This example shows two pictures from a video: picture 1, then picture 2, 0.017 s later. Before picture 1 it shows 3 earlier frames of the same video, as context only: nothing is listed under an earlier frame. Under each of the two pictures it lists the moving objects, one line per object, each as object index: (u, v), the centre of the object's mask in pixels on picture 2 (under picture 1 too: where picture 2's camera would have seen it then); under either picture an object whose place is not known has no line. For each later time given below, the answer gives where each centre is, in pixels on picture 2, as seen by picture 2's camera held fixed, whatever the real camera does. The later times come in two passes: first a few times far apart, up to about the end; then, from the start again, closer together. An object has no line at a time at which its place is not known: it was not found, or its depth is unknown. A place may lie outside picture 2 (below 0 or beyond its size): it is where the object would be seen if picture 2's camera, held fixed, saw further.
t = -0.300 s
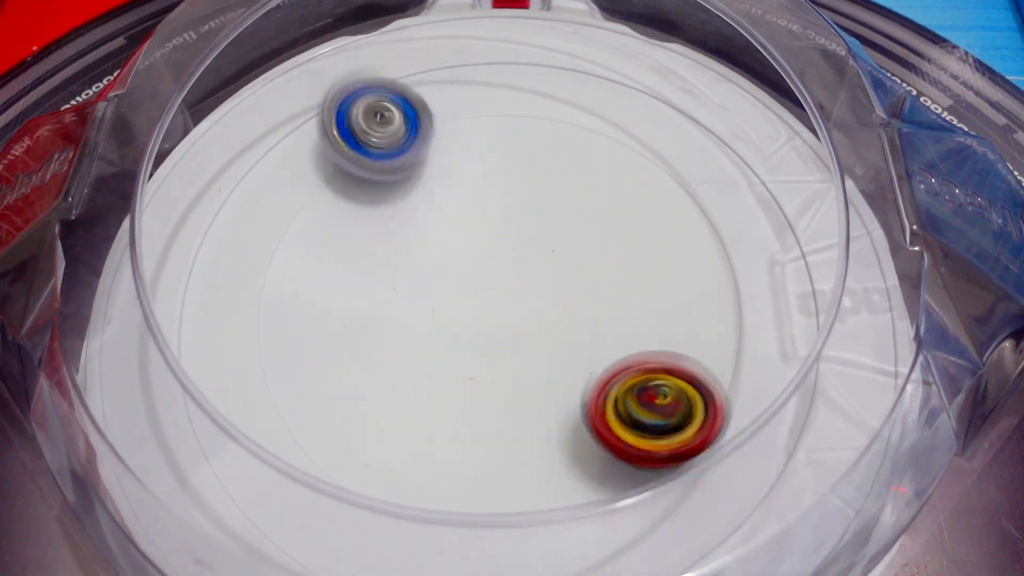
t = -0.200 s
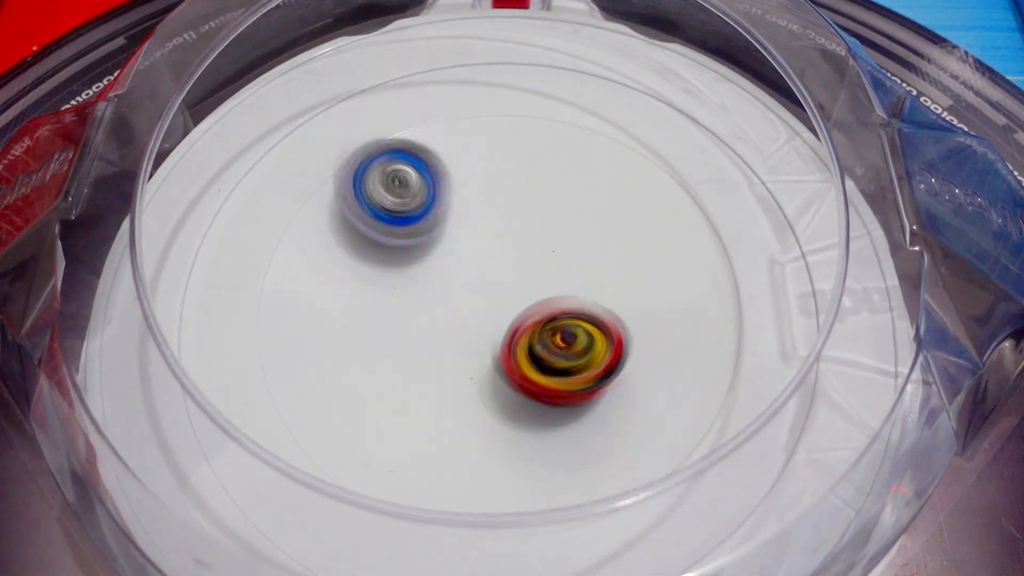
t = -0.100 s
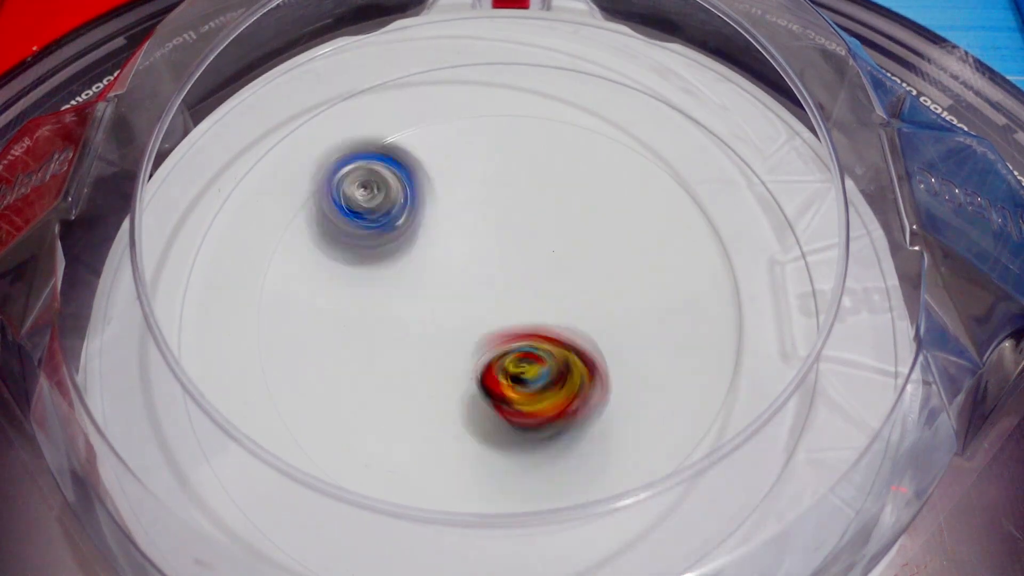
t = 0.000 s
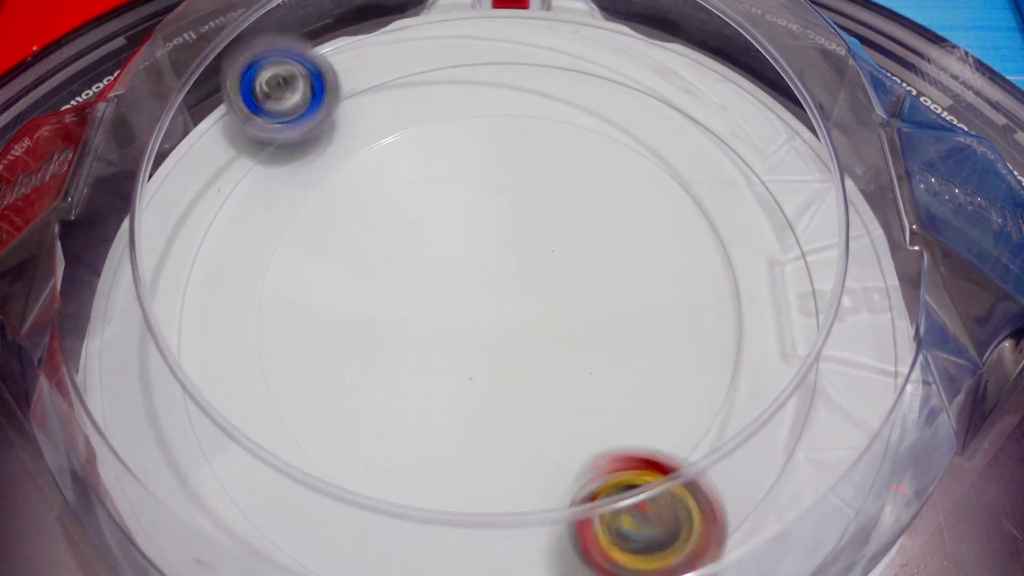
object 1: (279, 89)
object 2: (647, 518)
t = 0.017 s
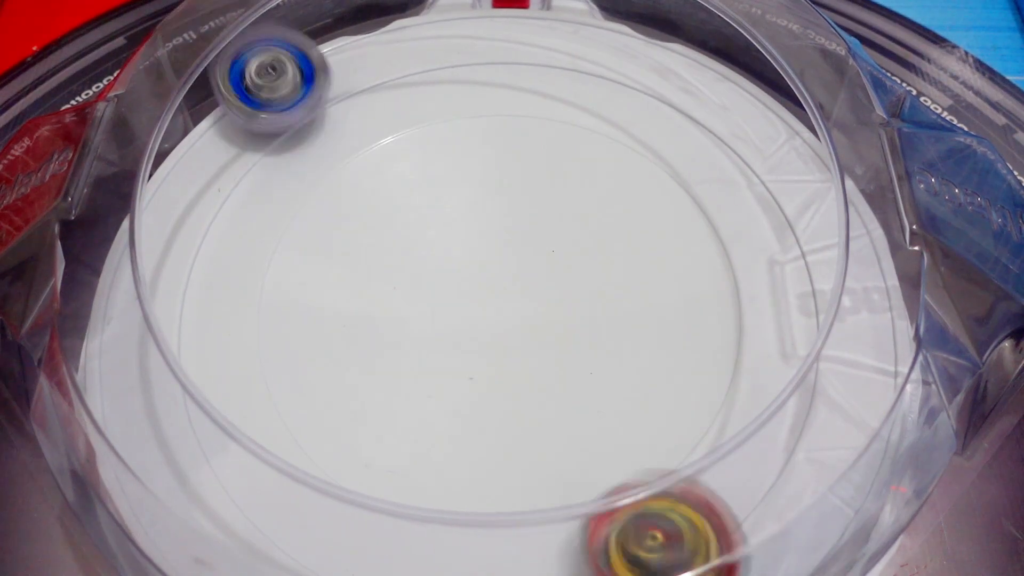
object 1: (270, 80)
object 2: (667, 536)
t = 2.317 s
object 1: (496, 301)
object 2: (470, 131)
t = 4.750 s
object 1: (567, 351)
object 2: (448, 246)
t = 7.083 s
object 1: (474, 316)
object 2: (562, 296)
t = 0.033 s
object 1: (270, 77)
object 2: (676, 540)
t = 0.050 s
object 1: (278, 84)
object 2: (687, 546)
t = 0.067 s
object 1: (288, 89)
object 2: (690, 551)
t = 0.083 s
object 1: (297, 94)
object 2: (693, 551)
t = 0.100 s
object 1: (307, 102)
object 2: (686, 546)
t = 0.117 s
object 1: (319, 112)
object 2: (679, 540)
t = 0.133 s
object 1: (326, 116)
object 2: (675, 536)
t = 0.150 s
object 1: (334, 123)
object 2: (671, 535)
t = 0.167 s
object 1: (342, 129)
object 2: (661, 535)
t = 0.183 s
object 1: (349, 138)
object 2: (652, 519)
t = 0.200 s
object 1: (356, 148)
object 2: (639, 504)
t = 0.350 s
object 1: (463, 251)
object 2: (538, 373)
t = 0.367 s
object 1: (474, 262)
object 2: (529, 357)
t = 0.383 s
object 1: (480, 264)
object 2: (527, 367)
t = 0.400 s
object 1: (474, 240)
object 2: (541, 393)
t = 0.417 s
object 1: (469, 214)
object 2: (567, 433)
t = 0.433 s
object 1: (462, 189)
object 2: (589, 452)
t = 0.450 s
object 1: (457, 165)
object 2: (613, 500)
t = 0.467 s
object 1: (454, 144)
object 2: (647, 522)
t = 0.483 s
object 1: (451, 123)
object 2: (663, 544)
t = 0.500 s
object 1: (447, 108)
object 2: (692, 555)
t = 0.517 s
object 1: (444, 88)
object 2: (693, 549)
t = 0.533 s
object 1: (442, 72)
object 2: (689, 541)
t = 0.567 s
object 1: (440, 56)
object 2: (681, 519)
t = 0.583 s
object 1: (438, 45)
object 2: (672, 500)
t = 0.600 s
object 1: (437, 37)
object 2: (670, 484)
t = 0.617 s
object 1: (441, 34)
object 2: (660, 460)
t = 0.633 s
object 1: (444, 31)
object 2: (658, 445)
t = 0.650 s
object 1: (443, 29)
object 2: (642, 429)
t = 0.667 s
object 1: (444, 28)
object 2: (642, 407)
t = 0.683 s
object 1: (445, 28)
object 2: (633, 393)
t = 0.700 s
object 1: (448, 27)
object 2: (623, 371)
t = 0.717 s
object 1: (452, 27)
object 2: (617, 357)
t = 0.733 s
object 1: (453, 28)
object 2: (604, 338)
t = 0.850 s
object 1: (486, 41)
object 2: (531, 225)
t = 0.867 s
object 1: (493, 44)
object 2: (521, 212)
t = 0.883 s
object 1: (502, 46)
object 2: (511, 200)
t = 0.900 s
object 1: (509, 53)
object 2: (501, 190)
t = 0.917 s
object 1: (515, 59)
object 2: (492, 182)
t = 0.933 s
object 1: (517, 63)
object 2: (482, 175)
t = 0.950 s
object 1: (522, 65)
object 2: (475, 169)
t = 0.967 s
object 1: (529, 68)
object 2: (467, 164)
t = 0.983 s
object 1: (535, 74)
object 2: (458, 160)
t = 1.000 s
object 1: (539, 80)
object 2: (453, 157)
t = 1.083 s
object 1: (560, 108)
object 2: (421, 149)
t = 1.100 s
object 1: (561, 118)
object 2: (417, 148)
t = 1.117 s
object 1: (565, 126)
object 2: (412, 149)
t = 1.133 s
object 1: (570, 135)
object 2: (406, 150)
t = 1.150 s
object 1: (576, 147)
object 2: (401, 152)
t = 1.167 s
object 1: (578, 162)
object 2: (397, 154)
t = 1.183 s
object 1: (577, 174)
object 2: (392, 159)
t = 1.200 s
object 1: (580, 187)
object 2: (387, 163)
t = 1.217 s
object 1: (583, 199)
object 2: (384, 168)
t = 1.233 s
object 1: (585, 215)
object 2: (382, 177)
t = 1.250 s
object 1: (586, 232)
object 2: (379, 183)
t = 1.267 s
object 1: (582, 249)
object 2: (380, 192)
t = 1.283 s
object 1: (582, 264)
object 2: (382, 201)
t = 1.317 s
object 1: (580, 291)
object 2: (387, 221)
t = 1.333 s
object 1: (579, 307)
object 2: (394, 232)
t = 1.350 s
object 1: (572, 323)
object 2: (399, 244)
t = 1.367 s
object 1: (567, 335)
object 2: (405, 254)
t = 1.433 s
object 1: (545, 371)
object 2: (442, 295)
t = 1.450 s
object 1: (544, 379)
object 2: (446, 298)
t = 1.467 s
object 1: (555, 385)
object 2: (445, 297)
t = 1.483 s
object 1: (562, 398)
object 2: (440, 296)
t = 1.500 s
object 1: (568, 411)
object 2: (441, 295)
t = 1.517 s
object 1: (570, 418)
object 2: (439, 295)
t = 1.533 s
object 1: (574, 425)
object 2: (441, 293)
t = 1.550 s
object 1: (579, 432)
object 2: (442, 295)
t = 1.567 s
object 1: (578, 440)
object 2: (443, 294)
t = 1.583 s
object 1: (577, 444)
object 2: (446, 296)
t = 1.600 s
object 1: (576, 444)
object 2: (450, 295)
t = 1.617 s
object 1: (575, 449)
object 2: (454, 296)
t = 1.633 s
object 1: (574, 451)
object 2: (456, 295)
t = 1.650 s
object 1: (568, 453)
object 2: (463, 294)
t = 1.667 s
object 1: (568, 453)
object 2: (464, 294)
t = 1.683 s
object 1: (565, 454)
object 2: (470, 291)
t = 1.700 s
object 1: (561, 456)
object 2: (474, 290)
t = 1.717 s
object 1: (555, 457)
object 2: (479, 287)
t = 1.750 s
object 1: (547, 457)
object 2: (487, 281)
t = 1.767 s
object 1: (542, 457)
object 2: (492, 278)
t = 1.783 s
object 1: (539, 452)
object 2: (495, 275)
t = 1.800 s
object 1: (534, 453)
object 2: (498, 271)
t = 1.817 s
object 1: (526, 452)
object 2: (501, 267)
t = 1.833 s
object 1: (518, 447)
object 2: (504, 263)
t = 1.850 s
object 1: (517, 441)
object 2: (505, 259)
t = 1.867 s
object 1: (513, 437)
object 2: (506, 253)
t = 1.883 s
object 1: (506, 429)
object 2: (506, 251)
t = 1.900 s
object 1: (503, 423)
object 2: (505, 247)
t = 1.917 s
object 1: (502, 416)
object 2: (504, 245)
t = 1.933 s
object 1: (494, 410)
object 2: (502, 242)
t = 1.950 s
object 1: (493, 399)
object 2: (500, 242)
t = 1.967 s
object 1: (493, 390)
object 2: (496, 240)
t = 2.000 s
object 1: (486, 375)
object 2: (491, 242)
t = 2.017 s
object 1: (487, 365)
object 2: (488, 243)
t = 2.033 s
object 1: (487, 361)
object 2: (487, 242)
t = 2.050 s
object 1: (485, 362)
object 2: (487, 229)
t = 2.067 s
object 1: (483, 365)
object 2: (487, 218)
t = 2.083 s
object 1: (488, 365)
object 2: (480, 204)
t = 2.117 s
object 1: (484, 363)
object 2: (478, 181)
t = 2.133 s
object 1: (489, 359)
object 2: (475, 171)
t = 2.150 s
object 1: (486, 357)
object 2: (474, 163)
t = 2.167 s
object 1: (484, 350)
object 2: (473, 156)
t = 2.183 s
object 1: (489, 344)
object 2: (473, 151)
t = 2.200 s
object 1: (488, 340)
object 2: (471, 147)
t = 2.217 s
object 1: (487, 333)
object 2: (469, 141)
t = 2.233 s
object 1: (491, 328)
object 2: (470, 137)
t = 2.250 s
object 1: (491, 323)
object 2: (470, 137)
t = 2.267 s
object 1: (491, 316)
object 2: (468, 133)
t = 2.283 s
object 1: (496, 311)
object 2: (469, 131)
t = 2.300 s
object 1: (496, 307)
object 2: (470, 131)
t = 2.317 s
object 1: (496, 301)
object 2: (470, 131)
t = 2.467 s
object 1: (519, 264)
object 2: (484, 154)
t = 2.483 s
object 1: (525, 260)
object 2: (487, 158)
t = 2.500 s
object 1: (529, 265)
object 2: (488, 155)
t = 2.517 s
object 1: (532, 268)
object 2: (485, 157)
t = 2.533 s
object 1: (540, 268)
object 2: (484, 156)
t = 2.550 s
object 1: (542, 273)
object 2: (485, 159)
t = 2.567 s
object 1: (543, 275)
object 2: (481, 161)
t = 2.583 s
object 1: (549, 274)
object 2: (480, 160)
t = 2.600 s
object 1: (550, 277)
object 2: (480, 165)
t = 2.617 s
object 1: (550, 278)
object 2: (478, 168)
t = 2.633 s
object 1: (555, 279)
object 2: (478, 171)
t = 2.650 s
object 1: (554, 283)
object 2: (475, 174)
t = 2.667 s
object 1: (551, 284)
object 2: (477, 178)
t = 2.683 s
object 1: (554, 287)
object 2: (475, 185)
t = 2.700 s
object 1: (550, 292)
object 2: (474, 190)
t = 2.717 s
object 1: (545, 293)
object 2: (476, 195)
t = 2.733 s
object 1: (552, 301)
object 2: (472, 194)
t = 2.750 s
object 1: (552, 313)
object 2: (467, 194)
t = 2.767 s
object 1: (557, 318)
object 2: (458, 195)
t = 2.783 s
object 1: (558, 330)
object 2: (453, 193)
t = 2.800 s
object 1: (556, 337)
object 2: (449, 196)
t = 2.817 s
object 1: (557, 340)
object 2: (442, 200)
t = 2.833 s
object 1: (553, 350)
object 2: (438, 203)
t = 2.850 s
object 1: (548, 351)
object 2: (435, 209)
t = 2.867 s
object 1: (548, 355)
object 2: (432, 215)
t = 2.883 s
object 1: (540, 360)
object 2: (430, 223)
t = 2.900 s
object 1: (538, 359)
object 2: (427, 230)
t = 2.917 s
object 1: (533, 365)
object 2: (428, 238)
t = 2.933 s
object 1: (523, 365)
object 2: (431, 248)
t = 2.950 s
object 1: (522, 366)
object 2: (432, 257)
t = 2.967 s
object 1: (514, 369)
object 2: (435, 265)
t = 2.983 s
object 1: (509, 365)
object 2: (439, 272)
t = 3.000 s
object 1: (510, 374)
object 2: (441, 270)
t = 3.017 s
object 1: (511, 378)
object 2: (439, 273)
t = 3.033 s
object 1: (515, 384)
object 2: (429, 264)
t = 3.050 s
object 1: (514, 390)
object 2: (430, 262)
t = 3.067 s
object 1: (517, 389)
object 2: (429, 263)
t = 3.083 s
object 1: (514, 394)
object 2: (425, 257)
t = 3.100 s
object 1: (512, 390)
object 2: (429, 256)
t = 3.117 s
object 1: (509, 395)
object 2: (428, 257)
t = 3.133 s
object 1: (505, 392)
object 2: (429, 254)
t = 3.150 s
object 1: (504, 392)
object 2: (433, 254)
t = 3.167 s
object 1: (496, 392)
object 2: (433, 255)
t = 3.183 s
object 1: (496, 388)
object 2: (437, 254)
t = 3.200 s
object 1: (489, 388)
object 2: (442, 255)
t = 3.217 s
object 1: (488, 380)
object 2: (444, 256)
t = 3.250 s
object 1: (480, 374)
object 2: (454, 255)
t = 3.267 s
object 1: (482, 374)
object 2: (457, 254)
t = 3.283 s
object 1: (479, 371)
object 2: (459, 246)
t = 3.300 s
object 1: (483, 371)
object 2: (462, 241)
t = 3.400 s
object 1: (486, 347)
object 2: (479, 221)
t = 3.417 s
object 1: (486, 346)
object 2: (480, 220)
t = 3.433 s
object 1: (488, 339)
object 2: (481, 218)
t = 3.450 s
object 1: (492, 337)
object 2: (484, 216)
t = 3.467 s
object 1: (492, 331)
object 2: (486, 215)
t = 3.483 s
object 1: (497, 330)
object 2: (488, 213)
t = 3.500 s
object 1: (497, 326)
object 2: (488, 208)
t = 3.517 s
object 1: (505, 329)
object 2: (489, 201)
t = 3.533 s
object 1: (503, 327)
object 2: (489, 197)
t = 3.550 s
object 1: (511, 326)
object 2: (488, 193)
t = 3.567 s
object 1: (510, 324)
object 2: (487, 189)
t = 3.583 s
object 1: (518, 319)
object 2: (486, 185)
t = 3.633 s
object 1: (521, 313)
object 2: (484, 178)
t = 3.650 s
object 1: (528, 307)
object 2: (483, 177)
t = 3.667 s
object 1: (525, 308)
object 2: (483, 176)
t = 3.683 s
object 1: (531, 302)
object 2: (482, 178)
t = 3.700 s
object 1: (530, 303)
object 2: (480, 178)
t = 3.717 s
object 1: (535, 296)
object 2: (480, 181)
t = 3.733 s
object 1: (533, 298)
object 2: (479, 184)
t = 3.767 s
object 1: (537, 293)
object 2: (480, 193)
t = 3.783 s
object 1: (541, 286)
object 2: (479, 199)
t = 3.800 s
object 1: (541, 290)
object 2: (477, 198)
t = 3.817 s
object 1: (544, 289)
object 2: (478, 199)
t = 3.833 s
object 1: (548, 296)
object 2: (473, 197)
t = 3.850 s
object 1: (553, 297)
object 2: (467, 195)
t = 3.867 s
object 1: (552, 303)
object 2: (463, 194)
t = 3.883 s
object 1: (558, 303)
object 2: (458, 192)
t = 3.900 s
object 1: (556, 307)
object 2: (453, 192)
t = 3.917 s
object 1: (559, 306)
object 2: (449, 192)
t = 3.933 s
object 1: (552, 309)
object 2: (445, 192)
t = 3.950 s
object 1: (555, 308)
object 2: (440, 194)
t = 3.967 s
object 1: (550, 308)
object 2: (436, 194)
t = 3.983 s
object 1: (550, 306)
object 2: (434, 197)
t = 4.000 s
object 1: (543, 303)
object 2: (430, 199)
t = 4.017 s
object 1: (542, 304)
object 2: (425, 203)
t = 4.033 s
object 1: (535, 302)
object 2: (422, 206)
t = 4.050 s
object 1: (536, 301)
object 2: (419, 210)
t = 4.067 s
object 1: (529, 297)
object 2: (418, 215)
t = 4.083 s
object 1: (528, 298)
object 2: (419, 222)
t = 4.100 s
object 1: (523, 295)
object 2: (419, 231)
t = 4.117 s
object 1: (523, 297)
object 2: (416, 234)
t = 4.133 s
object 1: (526, 294)
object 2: (412, 237)
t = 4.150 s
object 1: (529, 297)
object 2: (410, 241)
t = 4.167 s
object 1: (547, 298)
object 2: (391, 239)
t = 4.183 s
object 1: (554, 300)
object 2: (377, 239)
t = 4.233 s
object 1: (581, 308)
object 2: (346, 237)
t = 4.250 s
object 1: (589, 308)
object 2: (338, 238)
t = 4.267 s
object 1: (589, 311)
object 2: (334, 238)
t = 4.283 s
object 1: (595, 314)
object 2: (331, 239)
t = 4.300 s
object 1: (594, 312)
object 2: (328, 238)
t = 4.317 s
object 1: (592, 318)
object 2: (326, 239)
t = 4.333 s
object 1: (597, 318)
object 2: (326, 239)
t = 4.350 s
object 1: (592, 320)
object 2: (327, 240)
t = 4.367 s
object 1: (594, 325)
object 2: (330, 242)
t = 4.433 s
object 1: (582, 331)
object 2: (344, 245)
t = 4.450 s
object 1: (581, 334)
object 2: (350, 247)
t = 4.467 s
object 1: (576, 332)
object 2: (357, 249)
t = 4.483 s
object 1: (569, 336)
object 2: (363, 251)
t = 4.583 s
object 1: (541, 336)
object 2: (416, 263)
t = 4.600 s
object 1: (534, 334)
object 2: (425, 266)
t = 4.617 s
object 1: (535, 337)
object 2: (432, 267)
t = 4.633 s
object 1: (540, 335)
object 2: (435, 265)
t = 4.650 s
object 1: (540, 339)
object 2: (437, 262)
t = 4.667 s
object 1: (549, 345)
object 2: (436, 254)
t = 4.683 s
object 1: (556, 346)
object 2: (438, 250)
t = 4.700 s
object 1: (560, 349)
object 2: (440, 249)
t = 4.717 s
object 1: (567, 350)
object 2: (441, 249)
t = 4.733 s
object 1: (568, 348)
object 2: (443, 247)
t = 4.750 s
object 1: (567, 351)
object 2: (448, 246)
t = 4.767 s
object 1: (572, 352)
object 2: (455, 247)
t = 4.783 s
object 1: (569, 348)
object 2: (461, 251)
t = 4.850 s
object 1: (560, 353)
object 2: (479, 260)
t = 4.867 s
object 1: (561, 352)
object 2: (485, 263)
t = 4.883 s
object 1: (559, 349)
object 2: (486, 262)
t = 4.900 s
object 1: (558, 356)
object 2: (486, 257)
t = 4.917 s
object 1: (562, 357)
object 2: (487, 251)
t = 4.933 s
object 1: (562, 354)
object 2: (490, 248)
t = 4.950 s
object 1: (558, 357)
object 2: (490, 246)
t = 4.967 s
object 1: (559, 356)
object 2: (488, 243)
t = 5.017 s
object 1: (550, 351)
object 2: (487, 236)
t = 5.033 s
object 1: (549, 348)
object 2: (487, 236)
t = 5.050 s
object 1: (543, 344)
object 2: (486, 237)
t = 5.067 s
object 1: (536, 345)
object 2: (485, 236)
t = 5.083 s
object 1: (537, 344)
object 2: (486, 236)
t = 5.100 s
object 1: (535, 342)
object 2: (486, 232)
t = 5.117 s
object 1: (528, 342)
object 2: (489, 230)
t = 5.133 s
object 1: (526, 345)
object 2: (490, 229)
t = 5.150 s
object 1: (529, 348)
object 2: (489, 226)
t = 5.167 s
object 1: (528, 351)
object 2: (487, 223)
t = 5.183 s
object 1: (528, 353)
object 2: (484, 219)
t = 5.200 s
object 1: (527, 354)
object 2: (484, 215)
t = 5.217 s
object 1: (524, 354)
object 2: (485, 213)
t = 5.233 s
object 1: (522, 357)
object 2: (487, 212)
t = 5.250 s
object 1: (522, 357)
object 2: (488, 212)
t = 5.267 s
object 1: (520, 355)
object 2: (489, 213)
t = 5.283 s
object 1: (518, 355)
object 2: (490, 215)
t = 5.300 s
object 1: (516, 356)
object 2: (489, 216)
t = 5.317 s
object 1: (516, 356)
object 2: (490, 218)
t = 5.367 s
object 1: (507, 354)
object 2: (493, 226)
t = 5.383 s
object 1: (508, 353)
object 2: (492, 231)
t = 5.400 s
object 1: (504, 352)
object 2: (493, 235)
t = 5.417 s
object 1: (501, 357)
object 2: (490, 231)
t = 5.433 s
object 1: (501, 364)
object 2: (491, 225)
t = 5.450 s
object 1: (504, 368)
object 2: (493, 222)
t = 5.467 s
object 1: (505, 367)
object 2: (495, 220)
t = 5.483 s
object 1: (503, 367)
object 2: (496, 221)
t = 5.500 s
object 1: (504, 369)
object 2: (495, 224)
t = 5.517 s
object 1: (507, 369)
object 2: (493, 227)
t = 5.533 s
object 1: (510, 365)
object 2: (490, 229)
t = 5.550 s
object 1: (505, 362)
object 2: (489, 230)
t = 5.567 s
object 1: (502, 362)
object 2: (487, 233)
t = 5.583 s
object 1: (503, 359)
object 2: (487, 236)
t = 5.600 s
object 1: (505, 355)
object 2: (486, 240)
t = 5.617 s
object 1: (501, 351)
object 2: (486, 245)
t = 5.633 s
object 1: (495, 349)
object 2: (486, 249)
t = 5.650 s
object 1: (494, 349)
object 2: (486, 254)
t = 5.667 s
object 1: (497, 351)
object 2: (484, 252)
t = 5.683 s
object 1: (500, 354)
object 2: (479, 244)
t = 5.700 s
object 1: (503, 355)
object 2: (475, 236)
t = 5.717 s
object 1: (503, 358)
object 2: (474, 230)
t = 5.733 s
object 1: (503, 361)
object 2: (474, 226)
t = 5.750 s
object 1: (504, 365)
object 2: (475, 223)
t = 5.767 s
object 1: (505, 365)
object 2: (476, 221)
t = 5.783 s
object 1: (505, 364)
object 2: (478, 222)
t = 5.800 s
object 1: (504, 362)
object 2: (478, 224)
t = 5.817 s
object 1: (503, 361)
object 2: (479, 227)
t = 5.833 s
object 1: (500, 356)
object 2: (478, 232)
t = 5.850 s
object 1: (498, 354)
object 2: (476, 237)
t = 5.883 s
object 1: (497, 348)
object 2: (472, 243)
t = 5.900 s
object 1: (496, 346)
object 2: (469, 245)
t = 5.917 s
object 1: (494, 349)
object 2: (472, 241)
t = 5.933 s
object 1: (491, 350)
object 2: (476, 237)
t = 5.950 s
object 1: (488, 353)
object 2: (481, 235)
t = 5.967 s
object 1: (485, 353)
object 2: (486, 233)
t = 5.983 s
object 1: (483, 353)
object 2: (491, 233)
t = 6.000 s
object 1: (481, 352)
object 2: (497, 234)
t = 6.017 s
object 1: (478, 350)
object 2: (502, 237)
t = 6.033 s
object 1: (477, 347)
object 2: (507, 239)
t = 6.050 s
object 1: (476, 347)
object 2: (513, 243)
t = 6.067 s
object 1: (476, 344)
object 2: (516, 247)
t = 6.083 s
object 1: (477, 343)
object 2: (518, 250)
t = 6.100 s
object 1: (479, 343)
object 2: (519, 253)
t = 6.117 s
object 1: (481, 343)
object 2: (520, 254)
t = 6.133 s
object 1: (482, 345)
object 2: (526, 253)
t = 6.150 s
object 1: (481, 346)
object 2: (532, 251)
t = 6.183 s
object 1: (479, 345)
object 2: (542, 250)
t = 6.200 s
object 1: (477, 345)
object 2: (545, 251)
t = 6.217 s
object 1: (476, 346)
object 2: (546, 254)
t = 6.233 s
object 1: (476, 348)
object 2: (547, 257)
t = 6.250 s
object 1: (476, 349)
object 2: (548, 260)
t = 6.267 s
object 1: (477, 349)
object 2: (549, 262)
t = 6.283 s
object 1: (478, 349)
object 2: (550, 265)
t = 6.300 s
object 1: (477, 349)
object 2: (553, 266)
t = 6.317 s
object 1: (477, 349)
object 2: (556, 269)
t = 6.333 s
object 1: (477, 348)
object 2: (559, 272)
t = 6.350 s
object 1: (478, 347)
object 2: (562, 275)
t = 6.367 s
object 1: (478, 345)
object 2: (564, 278)
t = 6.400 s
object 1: (481, 340)
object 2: (567, 282)
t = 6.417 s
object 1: (482, 339)
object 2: (569, 282)
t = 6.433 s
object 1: (481, 339)
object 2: (569, 282)
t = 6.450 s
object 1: (481, 339)
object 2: (569, 282)
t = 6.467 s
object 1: (482, 339)
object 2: (568, 281)
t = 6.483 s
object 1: (482, 338)
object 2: (568, 280)
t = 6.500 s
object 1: (481, 338)
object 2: (568, 280)
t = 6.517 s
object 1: (480, 336)
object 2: (567, 280)
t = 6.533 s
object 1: (479, 336)
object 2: (567, 281)
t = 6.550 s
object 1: (478, 335)
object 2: (567, 283)
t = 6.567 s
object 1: (476, 334)
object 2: (566, 284)
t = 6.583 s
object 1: (476, 332)
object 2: (565, 286)
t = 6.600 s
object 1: (474, 331)
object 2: (564, 288)
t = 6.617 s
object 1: (475, 328)
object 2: (564, 290)
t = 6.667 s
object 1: (474, 324)
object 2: (563, 296)
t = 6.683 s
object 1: (474, 322)
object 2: (563, 297)
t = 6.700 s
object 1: (475, 321)
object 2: (562, 299)
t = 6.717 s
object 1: (475, 321)
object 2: (562, 299)
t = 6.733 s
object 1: (474, 320)
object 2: (562, 299)
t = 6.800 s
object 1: (473, 317)
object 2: (562, 298)
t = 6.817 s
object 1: (473, 316)
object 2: (562, 297)
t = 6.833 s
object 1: (473, 315)
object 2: (562, 297)
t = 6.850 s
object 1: (474, 315)
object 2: (562, 296)
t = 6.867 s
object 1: (473, 315)
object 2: (562, 295)
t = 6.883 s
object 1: (474, 315)
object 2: (562, 294)
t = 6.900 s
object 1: (474, 314)
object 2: (562, 293)
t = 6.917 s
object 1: (474, 314)
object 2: (562, 293)
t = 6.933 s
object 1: (474, 314)
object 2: (562, 292)
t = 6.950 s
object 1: (474, 314)
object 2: (562, 292)
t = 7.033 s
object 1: (473, 315)
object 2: (562, 294)
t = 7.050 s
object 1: (473, 315)
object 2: (562, 294)
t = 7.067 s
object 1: (473, 315)
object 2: (562, 295)
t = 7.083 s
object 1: (474, 316)
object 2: (562, 296)
